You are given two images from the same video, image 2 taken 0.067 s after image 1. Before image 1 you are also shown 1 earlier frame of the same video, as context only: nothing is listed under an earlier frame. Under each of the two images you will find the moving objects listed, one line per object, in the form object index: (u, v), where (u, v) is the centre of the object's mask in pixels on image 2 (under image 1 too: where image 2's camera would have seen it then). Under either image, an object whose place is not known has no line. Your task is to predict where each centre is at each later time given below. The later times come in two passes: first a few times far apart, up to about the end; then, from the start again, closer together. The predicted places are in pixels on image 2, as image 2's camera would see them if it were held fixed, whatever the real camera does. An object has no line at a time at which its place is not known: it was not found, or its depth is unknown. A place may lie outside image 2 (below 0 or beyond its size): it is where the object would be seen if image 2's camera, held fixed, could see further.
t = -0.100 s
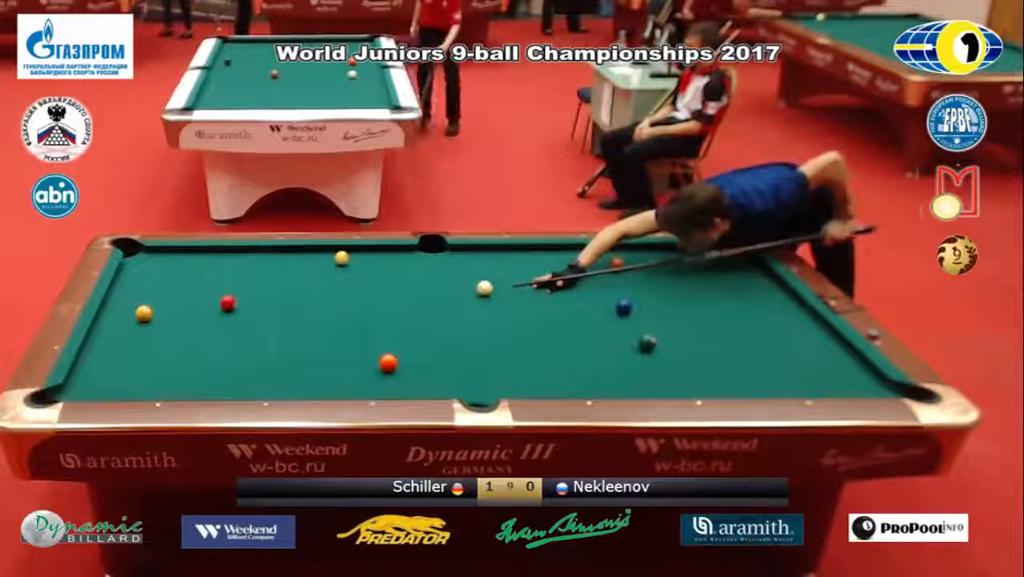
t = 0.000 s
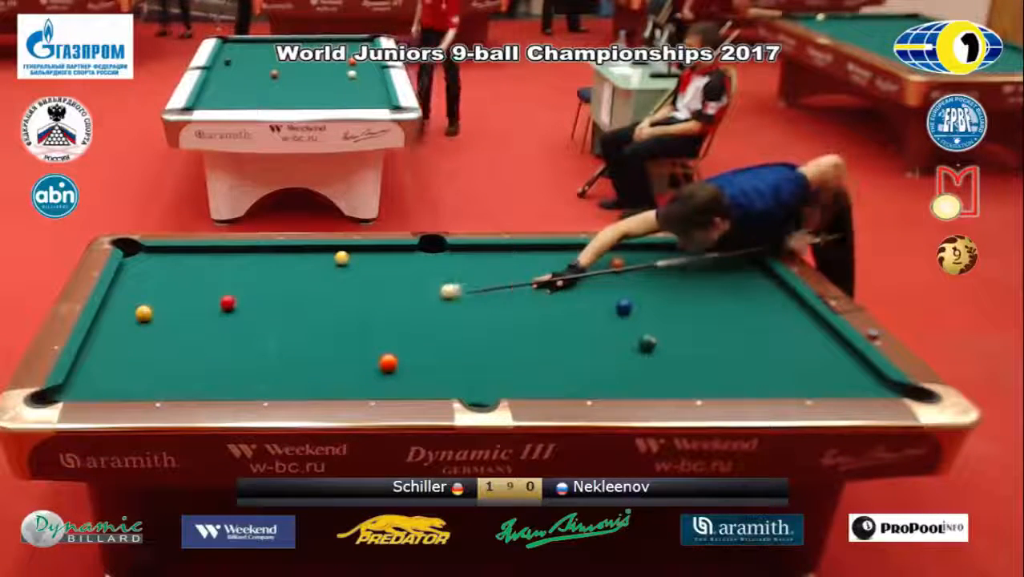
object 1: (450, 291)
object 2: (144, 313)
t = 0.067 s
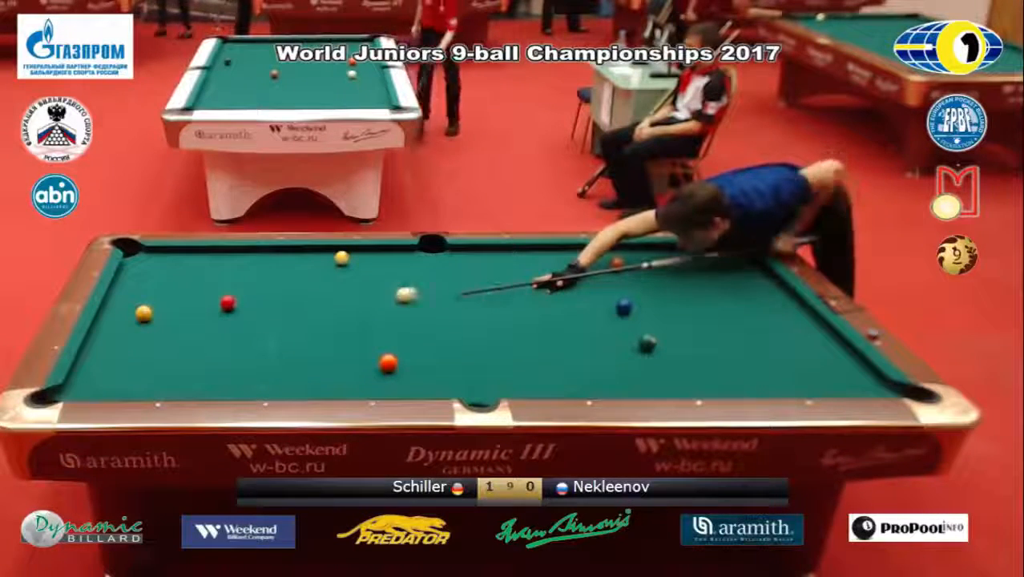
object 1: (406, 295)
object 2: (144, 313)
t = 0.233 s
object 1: (305, 303)
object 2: (144, 313)
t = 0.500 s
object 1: (164, 317)
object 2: (143, 313)
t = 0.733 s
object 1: (93, 343)
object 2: (113, 301)
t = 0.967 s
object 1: (126, 370)
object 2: (138, 294)
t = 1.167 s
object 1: (161, 387)
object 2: (159, 289)
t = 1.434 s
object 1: (216, 372)
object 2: (183, 282)
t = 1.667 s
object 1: (259, 359)
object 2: (202, 277)
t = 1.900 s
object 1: (298, 346)
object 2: (219, 272)
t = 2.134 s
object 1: (335, 335)
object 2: (236, 268)
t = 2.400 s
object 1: (374, 322)
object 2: (251, 263)
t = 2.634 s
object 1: (405, 313)
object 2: (265, 260)
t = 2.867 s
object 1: (434, 304)
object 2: (277, 256)
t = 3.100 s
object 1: (462, 295)
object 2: (288, 253)
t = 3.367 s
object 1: (490, 285)
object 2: (299, 250)
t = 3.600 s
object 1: (513, 278)
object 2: (306, 250)
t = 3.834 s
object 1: (535, 271)
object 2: (311, 251)
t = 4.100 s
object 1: (557, 264)
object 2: (316, 253)
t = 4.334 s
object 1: (576, 258)
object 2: (320, 253)
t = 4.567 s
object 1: (594, 251)
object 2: (322, 254)
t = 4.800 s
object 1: (609, 247)
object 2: (323, 254)
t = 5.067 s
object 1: (628, 249)
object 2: (324, 254)
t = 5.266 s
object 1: (643, 251)
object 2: (324, 254)
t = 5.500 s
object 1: (657, 253)
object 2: (325, 254)
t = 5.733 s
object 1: (670, 255)
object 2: (325, 254)
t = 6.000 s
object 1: (684, 257)
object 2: (325, 254)
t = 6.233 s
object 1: (695, 259)
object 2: (325, 254)
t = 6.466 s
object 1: (705, 260)
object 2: (325, 254)
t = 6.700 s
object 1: (716, 262)
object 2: (325, 254)
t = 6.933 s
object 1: (723, 263)
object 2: (325, 254)
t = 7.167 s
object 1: (729, 263)
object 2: (325, 254)
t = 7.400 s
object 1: (736, 264)
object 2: (325, 254)
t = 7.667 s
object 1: (741, 265)
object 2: (325, 254)
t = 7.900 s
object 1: (745, 266)
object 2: (325, 254)
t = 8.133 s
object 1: (747, 266)
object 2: (325, 254)
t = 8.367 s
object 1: (749, 266)
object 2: (325, 254)
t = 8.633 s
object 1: (749, 266)
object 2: (325, 254)
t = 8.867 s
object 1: (749, 266)
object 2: (325, 254)
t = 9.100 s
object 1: (750, 266)
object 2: (325, 254)
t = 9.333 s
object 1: (750, 266)
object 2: (325, 254)
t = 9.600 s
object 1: (750, 266)
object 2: (325, 254)
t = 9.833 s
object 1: (749, 266)
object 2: (325, 254)
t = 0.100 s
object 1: (384, 297)
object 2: (144, 313)
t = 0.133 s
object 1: (364, 299)
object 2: (144, 313)
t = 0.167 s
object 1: (344, 300)
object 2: (144, 313)
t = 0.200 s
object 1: (324, 302)
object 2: (144, 313)
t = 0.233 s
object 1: (305, 303)
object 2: (144, 313)
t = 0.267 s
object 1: (286, 305)
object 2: (144, 313)
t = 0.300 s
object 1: (268, 307)
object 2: (144, 313)
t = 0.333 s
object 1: (251, 309)
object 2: (144, 313)
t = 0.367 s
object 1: (235, 311)
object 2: (144, 313)
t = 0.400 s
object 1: (216, 313)
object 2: (144, 313)
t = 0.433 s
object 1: (199, 314)
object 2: (144, 313)
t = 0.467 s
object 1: (182, 316)
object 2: (144, 313)
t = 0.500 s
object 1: (164, 317)
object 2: (143, 313)
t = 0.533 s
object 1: (151, 319)
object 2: (139, 311)
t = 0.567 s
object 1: (141, 323)
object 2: (133, 308)
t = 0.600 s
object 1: (130, 328)
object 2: (126, 307)
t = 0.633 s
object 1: (120, 332)
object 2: (120, 305)
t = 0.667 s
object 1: (108, 335)
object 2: (115, 303)
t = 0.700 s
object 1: (96, 339)
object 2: (110, 302)
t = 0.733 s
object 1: (93, 343)
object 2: (113, 301)
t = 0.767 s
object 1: (99, 347)
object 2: (117, 300)
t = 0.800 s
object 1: (105, 351)
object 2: (122, 299)
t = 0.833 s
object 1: (110, 355)
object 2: (123, 298)
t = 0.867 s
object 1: (114, 359)
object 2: (127, 297)
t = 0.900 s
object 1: (118, 363)
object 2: (130, 296)
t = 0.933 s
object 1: (122, 367)
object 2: (135, 295)
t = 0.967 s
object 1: (126, 370)
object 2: (138, 294)
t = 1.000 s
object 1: (131, 374)
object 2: (140, 293)
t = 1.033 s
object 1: (135, 378)
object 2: (144, 293)
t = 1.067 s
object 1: (139, 382)
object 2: (147, 292)
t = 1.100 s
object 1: (144, 385)
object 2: (150, 291)
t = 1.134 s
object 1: (154, 390)
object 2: (156, 289)
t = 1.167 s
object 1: (161, 387)
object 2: (159, 289)
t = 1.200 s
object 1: (169, 384)
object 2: (162, 288)
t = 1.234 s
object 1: (176, 383)
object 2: (165, 287)
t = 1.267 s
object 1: (183, 381)
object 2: (168, 286)
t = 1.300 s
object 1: (189, 379)
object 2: (171, 285)
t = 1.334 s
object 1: (196, 378)
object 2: (174, 284)
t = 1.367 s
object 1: (203, 375)
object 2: (177, 283)
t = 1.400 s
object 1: (209, 373)
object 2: (180, 283)
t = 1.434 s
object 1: (216, 372)
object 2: (183, 282)
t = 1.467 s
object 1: (222, 370)
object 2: (185, 281)
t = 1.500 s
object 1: (228, 368)
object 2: (188, 281)
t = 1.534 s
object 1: (235, 366)
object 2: (191, 280)
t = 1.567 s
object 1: (241, 364)
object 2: (194, 279)
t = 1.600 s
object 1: (246, 363)
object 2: (196, 279)
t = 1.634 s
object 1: (253, 360)
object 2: (199, 278)
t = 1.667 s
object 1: (259, 359)
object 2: (202, 277)
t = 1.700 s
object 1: (265, 357)
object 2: (203, 276)
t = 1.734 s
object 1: (270, 355)
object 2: (207, 275)
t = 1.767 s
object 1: (276, 353)
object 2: (208, 275)
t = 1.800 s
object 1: (282, 351)
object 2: (211, 274)
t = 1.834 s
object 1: (287, 350)
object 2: (214, 274)
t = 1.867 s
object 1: (293, 348)
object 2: (217, 273)
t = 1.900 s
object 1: (298, 346)
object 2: (219, 272)
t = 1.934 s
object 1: (304, 344)
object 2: (221, 272)
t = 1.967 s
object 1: (309, 343)
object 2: (223, 271)
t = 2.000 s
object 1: (314, 341)
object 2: (226, 270)
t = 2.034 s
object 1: (320, 339)
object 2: (228, 270)
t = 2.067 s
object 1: (325, 338)
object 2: (230, 269)
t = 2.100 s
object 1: (330, 336)
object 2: (233, 268)
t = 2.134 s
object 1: (335, 335)
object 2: (236, 268)
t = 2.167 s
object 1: (340, 333)
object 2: (237, 267)
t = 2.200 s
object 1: (345, 332)
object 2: (239, 267)
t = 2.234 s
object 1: (350, 330)
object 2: (241, 266)
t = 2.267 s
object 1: (355, 328)
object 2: (244, 265)
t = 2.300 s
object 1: (359, 327)
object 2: (246, 265)
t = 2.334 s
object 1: (364, 325)
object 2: (248, 264)
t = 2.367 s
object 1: (369, 324)
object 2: (249, 264)
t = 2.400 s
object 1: (374, 322)
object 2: (251, 263)
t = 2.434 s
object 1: (378, 321)
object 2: (253, 263)
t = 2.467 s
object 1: (383, 320)
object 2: (255, 263)
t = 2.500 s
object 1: (388, 318)
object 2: (258, 262)
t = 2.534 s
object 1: (393, 317)
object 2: (259, 261)
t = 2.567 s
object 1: (396, 316)
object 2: (261, 261)
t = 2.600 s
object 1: (401, 314)
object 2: (263, 260)
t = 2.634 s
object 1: (405, 313)
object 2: (265, 260)
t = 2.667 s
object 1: (410, 312)
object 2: (267, 259)
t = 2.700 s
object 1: (414, 310)
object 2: (269, 259)
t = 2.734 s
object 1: (418, 309)
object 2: (270, 258)
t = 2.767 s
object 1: (422, 307)
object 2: (272, 258)
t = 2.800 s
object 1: (427, 306)
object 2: (274, 257)
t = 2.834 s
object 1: (431, 305)
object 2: (275, 257)
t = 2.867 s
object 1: (434, 304)
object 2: (277, 256)
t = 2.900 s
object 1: (438, 302)
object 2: (279, 256)
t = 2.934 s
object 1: (442, 301)
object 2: (280, 255)
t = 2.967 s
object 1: (446, 300)
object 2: (282, 255)
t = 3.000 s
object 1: (450, 298)
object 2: (284, 254)
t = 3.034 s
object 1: (454, 297)
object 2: (285, 253)
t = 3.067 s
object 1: (458, 296)
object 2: (286, 253)
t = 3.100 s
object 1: (462, 295)
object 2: (288, 253)
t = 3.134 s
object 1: (466, 294)
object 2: (290, 252)
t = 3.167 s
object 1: (468, 293)
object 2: (291, 252)
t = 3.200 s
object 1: (473, 292)
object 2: (293, 251)
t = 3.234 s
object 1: (476, 290)
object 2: (294, 251)
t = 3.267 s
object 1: (480, 289)
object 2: (295, 251)
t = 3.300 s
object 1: (483, 288)
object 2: (297, 250)
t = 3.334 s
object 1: (486, 287)
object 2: (298, 250)
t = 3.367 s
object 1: (490, 285)
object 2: (299, 250)
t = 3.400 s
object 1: (493, 285)
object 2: (300, 250)
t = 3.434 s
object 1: (497, 284)
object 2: (301, 250)
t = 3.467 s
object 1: (500, 282)
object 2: (303, 250)
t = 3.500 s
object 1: (503, 281)
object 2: (303, 250)
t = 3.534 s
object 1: (506, 280)
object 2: (304, 250)
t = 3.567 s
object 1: (509, 279)
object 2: (305, 250)
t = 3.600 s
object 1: (513, 278)
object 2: (306, 250)
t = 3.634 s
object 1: (516, 277)
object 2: (307, 251)
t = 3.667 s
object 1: (520, 276)
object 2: (308, 251)
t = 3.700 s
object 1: (522, 275)
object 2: (308, 251)
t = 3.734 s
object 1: (526, 274)
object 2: (309, 251)
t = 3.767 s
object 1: (528, 273)
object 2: (310, 251)
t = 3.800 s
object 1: (532, 272)
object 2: (311, 251)
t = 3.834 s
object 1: (535, 271)
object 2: (311, 251)
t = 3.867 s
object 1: (538, 270)
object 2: (312, 251)
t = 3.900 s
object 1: (541, 269)
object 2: (313, 251)
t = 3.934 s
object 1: (544, 268)
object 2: (313, 252)
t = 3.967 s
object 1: (546, 267)
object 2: (314, 252)
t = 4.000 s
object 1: (549, 267)
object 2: (315, 252)
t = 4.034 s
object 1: (552, 266)
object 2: (315, 252)
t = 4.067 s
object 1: (555, 265)
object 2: (316, 252)
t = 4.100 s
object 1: (557, 264)
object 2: (316, 253)
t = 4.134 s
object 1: (560, 263)
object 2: (317, 253)
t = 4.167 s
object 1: (563, 262)
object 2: (317, 253)
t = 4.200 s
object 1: (565, 261)
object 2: (318, 253)
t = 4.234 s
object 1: (568, 260)
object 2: (318, 253)
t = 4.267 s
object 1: (570, 259)
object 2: (319, 253)
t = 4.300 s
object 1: (574, 258)
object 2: (319, 253)
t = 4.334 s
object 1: (576, 258)
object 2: (320, 253)
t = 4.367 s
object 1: (578, 257)
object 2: (320, 253)
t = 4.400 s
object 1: (581, 256)
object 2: (320, 253)
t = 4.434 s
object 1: (583, 255)
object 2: (321, 253)
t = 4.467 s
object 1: (586, 254)
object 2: (321, 253)
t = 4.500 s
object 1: (588, 253)
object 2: (322, 254)
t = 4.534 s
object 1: (591, 251)
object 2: (322, 254)
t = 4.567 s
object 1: (594, 251)
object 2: (322, 254)
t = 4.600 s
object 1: (596, 250)
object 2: (322, 254)
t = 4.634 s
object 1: (598, 249)
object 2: (323, 254)
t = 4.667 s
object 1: (601, 249)
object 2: (323, 254)
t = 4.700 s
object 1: (603, 248)
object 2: (323, 254)
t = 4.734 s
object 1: (605, 247)
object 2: (323, 254)
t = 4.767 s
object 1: (607, 247)
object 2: (323, 254)
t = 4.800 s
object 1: (609, 247)
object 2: (323, 254)
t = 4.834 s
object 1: (612, 247)
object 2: (323, 254)
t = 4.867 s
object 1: (614, 248)
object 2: (324, 254)
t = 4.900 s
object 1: (616, 248)
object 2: (324, 254)
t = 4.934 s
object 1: (619, 248)
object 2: (324, 254)
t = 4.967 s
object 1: (621, 248)
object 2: (324, 254)
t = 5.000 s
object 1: (623, 249)
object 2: (324, 254)
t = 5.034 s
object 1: (626, 249)
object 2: (324, 254)
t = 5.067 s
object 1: (628, 249)
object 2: (324, 254)
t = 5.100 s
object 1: (630, 249)
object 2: (324, 254)
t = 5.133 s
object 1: (632, 250)
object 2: (324, 254)
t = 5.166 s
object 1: (637, 250)
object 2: (325, 254)
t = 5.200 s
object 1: (638, 251)
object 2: (324, 254)
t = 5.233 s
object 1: (640, 251)
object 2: (324, 254)
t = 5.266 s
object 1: (643, 251)
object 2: (324, 254)
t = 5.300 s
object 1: (645, 251)
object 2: (324, 254)
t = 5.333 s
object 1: (647, 252)
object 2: (324, 254)
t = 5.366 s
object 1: (649, 252)
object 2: (325, 254)
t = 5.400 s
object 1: (651, 253)
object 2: (325, 254)
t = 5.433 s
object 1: (653, 252)
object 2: (325, 254)
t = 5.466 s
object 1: (655, 253)
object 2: (325, 254)
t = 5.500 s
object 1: (657, 253)
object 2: (325, 254)
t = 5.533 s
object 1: (659, 254)
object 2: (325, 254)
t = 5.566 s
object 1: (661, 254)
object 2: (325, 254)
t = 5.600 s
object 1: (663, 254)
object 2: (325, 254)
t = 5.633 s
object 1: (665, 254)
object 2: (325, 254)
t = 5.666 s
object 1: (667, 255)
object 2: (325, 254)
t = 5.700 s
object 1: (669, 255)
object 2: (325, 254)
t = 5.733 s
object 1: (670, 255)
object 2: (325, 254)
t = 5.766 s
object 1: (672, 256)
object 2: (325, 254)
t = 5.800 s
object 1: (674, 255)
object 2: (325, 254)
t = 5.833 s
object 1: (675, 256)
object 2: (325, 254)
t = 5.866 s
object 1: (677, 256)
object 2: (325, 254)
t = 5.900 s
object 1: (679, 256)
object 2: (325, 254)
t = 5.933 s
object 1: (681, 257)
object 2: (325, 254)
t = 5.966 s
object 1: (682, 257)
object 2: (325, 254)
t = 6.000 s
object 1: (684, 257)
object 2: (325, 254)
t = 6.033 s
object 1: (685, 257)
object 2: (325, 254)
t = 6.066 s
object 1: (687, 257)
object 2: (325, 254)
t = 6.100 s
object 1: (688, 257)
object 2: (325, 254)
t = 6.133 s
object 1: (690, 258)
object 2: (325, 254)
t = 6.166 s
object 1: (692, 258)
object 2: (325, 254)
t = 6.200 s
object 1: (693, 258)
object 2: (325, 254)
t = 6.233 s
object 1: (695, 259)
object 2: (325, 254)
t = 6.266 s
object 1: (696, 259)
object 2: (325, 254)
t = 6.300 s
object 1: (698, 259)
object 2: (325, 254)
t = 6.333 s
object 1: (699, 259)
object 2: (325, 254)
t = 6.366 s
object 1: (701, 259)
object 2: (325, 254)
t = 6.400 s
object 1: (702, 259)
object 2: (325, 254)
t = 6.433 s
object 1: (704, 260)
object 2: (325, 254)
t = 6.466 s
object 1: (705, 260)
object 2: (325, 254)
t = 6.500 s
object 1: (706, 260)
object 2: (325, 254)
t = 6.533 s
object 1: (708, 260)
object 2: (325, 254)
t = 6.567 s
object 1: (710, 260)
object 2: (325, 254)
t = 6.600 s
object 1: (711, 261)
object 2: (325, 254)
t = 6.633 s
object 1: (713, 261)
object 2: (325, 254)
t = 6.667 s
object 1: (714, 261)
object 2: (325, 254)
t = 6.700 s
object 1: (716, 262)
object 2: (325, 254)
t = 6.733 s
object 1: (717, 262)
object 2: (325, 254)
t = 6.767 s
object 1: (718, 262)
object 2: (325, 254)
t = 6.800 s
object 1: (720, 262)
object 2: (325, 254)
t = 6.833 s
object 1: (720, 262)
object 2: (325, 254)
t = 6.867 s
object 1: (721, 262)
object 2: (325, 254)
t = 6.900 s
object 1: (722, 262)
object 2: (325, 254)
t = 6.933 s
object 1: (723, 263)
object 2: (325, 254)
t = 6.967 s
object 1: (724, 263)
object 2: (325, 254)
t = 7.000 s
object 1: (725, 263)
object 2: (325, 254)
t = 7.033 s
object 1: (726, 263)
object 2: (325, 254)
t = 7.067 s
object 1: (727, 263)
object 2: (325, 254)
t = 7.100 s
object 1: (728, 263)
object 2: (325, 254)
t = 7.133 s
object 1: (729, 263)
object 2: (325, 254)
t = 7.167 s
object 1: (729, 263)
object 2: (325, 254)
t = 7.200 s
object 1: (730, 264)
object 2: (325, 254)
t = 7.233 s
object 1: (732, 264)
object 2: (325, 254)
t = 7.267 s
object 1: (732, 264)
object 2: (325, 254)
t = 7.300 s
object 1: (733, 264)
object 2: (325, 254)
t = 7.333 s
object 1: (735, 264)
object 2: (325, 254)
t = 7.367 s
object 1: (735, 264)
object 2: (325, 254)
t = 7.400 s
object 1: (736, 264)
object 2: (325, 254)
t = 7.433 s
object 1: (737, 264)
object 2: (325, 254)
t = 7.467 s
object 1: (738, 265)
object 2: (325, 254)
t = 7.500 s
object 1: (738, 265)
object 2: (325, 254)
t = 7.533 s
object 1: (738, 265)
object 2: (325, 254)
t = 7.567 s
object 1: (739, 265)
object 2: (325, 254)
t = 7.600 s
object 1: (740, 265)
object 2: (325, 254)
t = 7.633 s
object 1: (740, 265)
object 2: (325, 254)
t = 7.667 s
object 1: (741, 265)
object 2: (325, 254)
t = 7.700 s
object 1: (742, 265)
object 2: (325, 254)
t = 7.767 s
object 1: (743, 265)
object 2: (325, 254)
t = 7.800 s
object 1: (743, 265)
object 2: (325, 254)
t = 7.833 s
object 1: (744, 265)
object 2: (325, 254)
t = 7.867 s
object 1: (745, 266)
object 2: (325, 254)
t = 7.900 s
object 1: (745, 266)
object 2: (325, 254)
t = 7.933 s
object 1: (746, 266)
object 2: (325, 254)
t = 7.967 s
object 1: (746, 266)
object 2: (325, 254)
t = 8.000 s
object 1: (746, 266)
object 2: (325, 254)
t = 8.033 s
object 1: (746, 266)
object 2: (325, 254)
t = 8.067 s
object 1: (747, 266)
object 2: (325, 254)
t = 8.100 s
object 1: (747, 266)
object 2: (325, 254)
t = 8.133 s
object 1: (747, 266)
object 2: (325, 254)
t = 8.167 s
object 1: (747, 266)
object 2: (325, 254)
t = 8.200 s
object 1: (748, 266)
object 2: (325, 254)
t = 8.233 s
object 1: (748, 266)
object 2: (325, 254)
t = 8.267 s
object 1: (748, 266)
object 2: (325, 254)
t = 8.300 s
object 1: (749, 266)
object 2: (325, 254)
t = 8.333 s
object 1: (749, 266)
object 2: (325, 254)
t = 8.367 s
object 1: (749, 266)
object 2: (325, 254)
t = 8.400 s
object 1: (749, 266)
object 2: (325, 254)
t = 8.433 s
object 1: (749, 266)
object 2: (325, 254)
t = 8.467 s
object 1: (749, 266)
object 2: (325, 254)
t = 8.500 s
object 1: (749, 266)
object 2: (325, 254)
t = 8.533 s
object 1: (749, 266)
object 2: (325, 254)
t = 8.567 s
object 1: (749, 266)
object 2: (325, 254)
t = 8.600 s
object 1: (749, 266)
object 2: (325, 254)
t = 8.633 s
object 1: (749, 266)
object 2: (325, 254)
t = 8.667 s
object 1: (749, 266)
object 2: (325, 254)
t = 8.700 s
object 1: (749, 266)
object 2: (325, 254)
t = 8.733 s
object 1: (749, 266)
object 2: (325, 254)
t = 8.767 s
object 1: (749, 266)
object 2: (325, 254)
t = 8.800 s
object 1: (749, 266)
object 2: (325, 254)
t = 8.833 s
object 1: (749, 266)
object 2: (325, 254)
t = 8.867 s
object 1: (749, 266)
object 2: (325, 254)
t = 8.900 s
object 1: (749, 266)
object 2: (325, 254)
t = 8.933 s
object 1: (749, 266)
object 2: (325, 254)
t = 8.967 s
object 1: (749, 266)
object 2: (325, 254)
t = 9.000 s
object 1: (749, 266)
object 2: (325, 254)
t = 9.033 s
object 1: (749, 266)
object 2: (325, 254)
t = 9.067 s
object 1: (749, 266)
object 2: (325, 254)
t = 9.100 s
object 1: (750, 266)
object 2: (325, 254)
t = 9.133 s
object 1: (750, 266)
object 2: (325, 254)
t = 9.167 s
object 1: (750, 266)
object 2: (325, 254)
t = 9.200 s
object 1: (750, 266)
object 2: (325, 254)
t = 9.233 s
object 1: (750, 266)
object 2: (325, 254)
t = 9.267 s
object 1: (750, 266)
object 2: (325, 254)
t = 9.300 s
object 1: (750, 266)
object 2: (325, 254)
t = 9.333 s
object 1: (750, 266)
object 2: (325, 254)
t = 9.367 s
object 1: (750, 266)
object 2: (325, 254)
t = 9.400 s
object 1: (750, 266)
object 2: (325, 254)
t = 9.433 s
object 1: (750, 266)
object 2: (325, 254)
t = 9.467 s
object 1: (750, 266)
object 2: (325, 254)
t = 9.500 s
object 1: (750, 266)
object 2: (325, 254)
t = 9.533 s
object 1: (750, 266)
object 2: (325, 254)
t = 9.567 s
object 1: (750, 266)
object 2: (325, 254)
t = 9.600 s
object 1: (750, 266)
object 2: (325, 254)
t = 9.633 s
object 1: (750, 266)
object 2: (325, 254)
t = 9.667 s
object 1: (749, 266)
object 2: (325, 254)
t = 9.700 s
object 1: (749, 266)
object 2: (325, 254)
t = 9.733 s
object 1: (749, 266)
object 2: (325, 254)
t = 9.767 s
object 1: (750, 266)
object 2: (325, 254)
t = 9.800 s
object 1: (749, 266)
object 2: (325, 254)
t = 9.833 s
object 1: (749, 266)
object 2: (325, 254)
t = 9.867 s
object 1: (749, 266)
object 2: (325, 254)
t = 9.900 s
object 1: (749, 266)
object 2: (325, 254)
